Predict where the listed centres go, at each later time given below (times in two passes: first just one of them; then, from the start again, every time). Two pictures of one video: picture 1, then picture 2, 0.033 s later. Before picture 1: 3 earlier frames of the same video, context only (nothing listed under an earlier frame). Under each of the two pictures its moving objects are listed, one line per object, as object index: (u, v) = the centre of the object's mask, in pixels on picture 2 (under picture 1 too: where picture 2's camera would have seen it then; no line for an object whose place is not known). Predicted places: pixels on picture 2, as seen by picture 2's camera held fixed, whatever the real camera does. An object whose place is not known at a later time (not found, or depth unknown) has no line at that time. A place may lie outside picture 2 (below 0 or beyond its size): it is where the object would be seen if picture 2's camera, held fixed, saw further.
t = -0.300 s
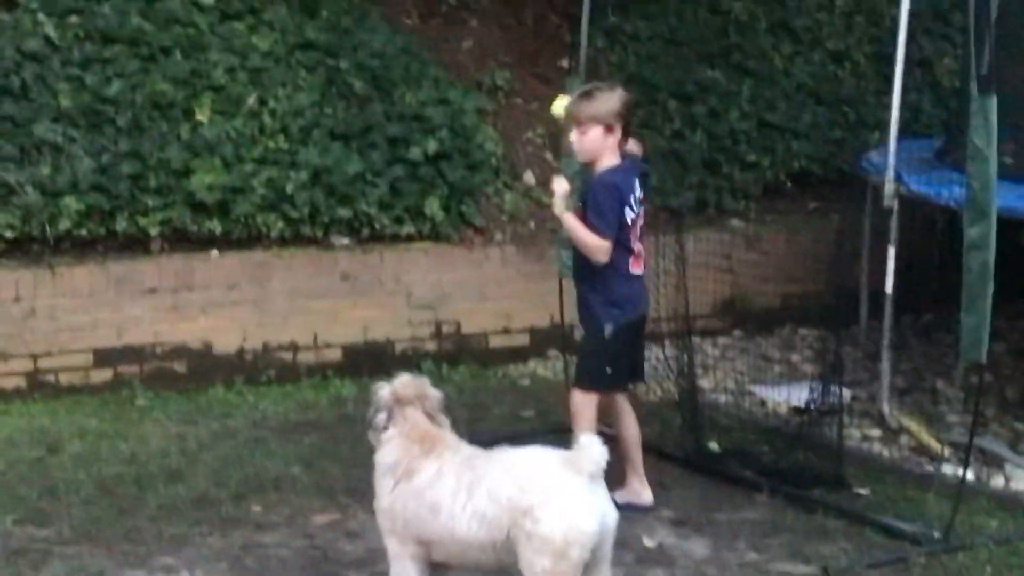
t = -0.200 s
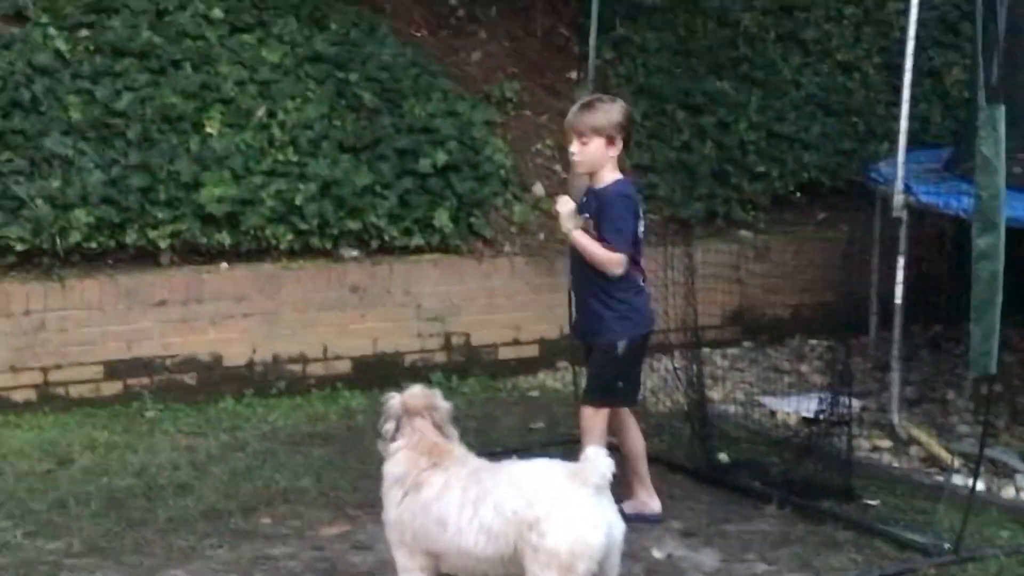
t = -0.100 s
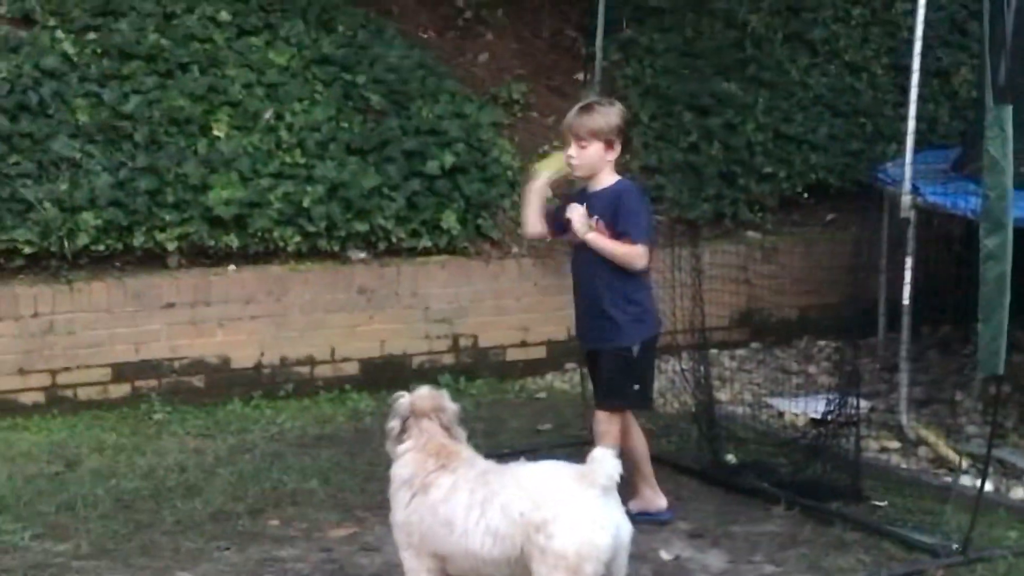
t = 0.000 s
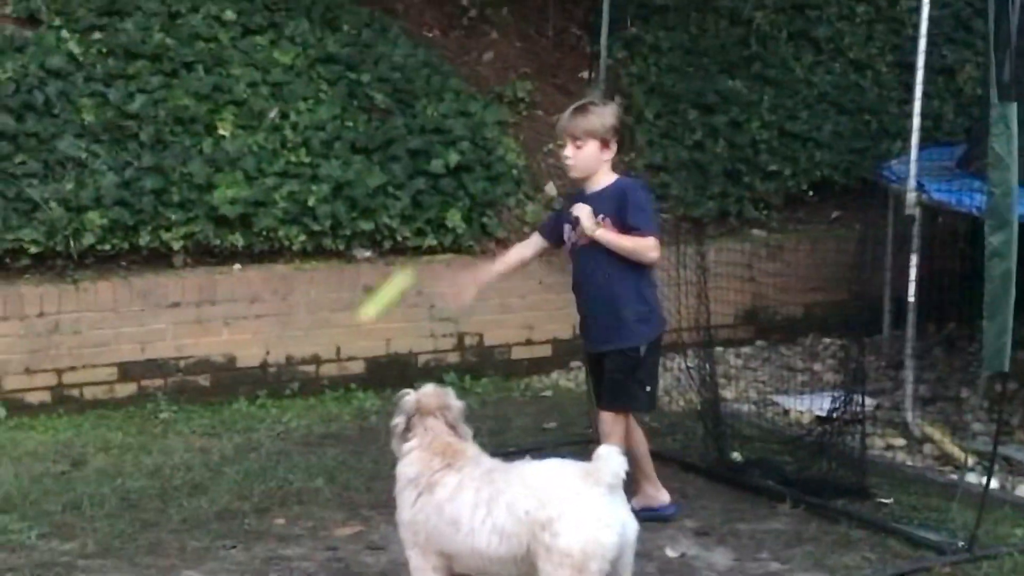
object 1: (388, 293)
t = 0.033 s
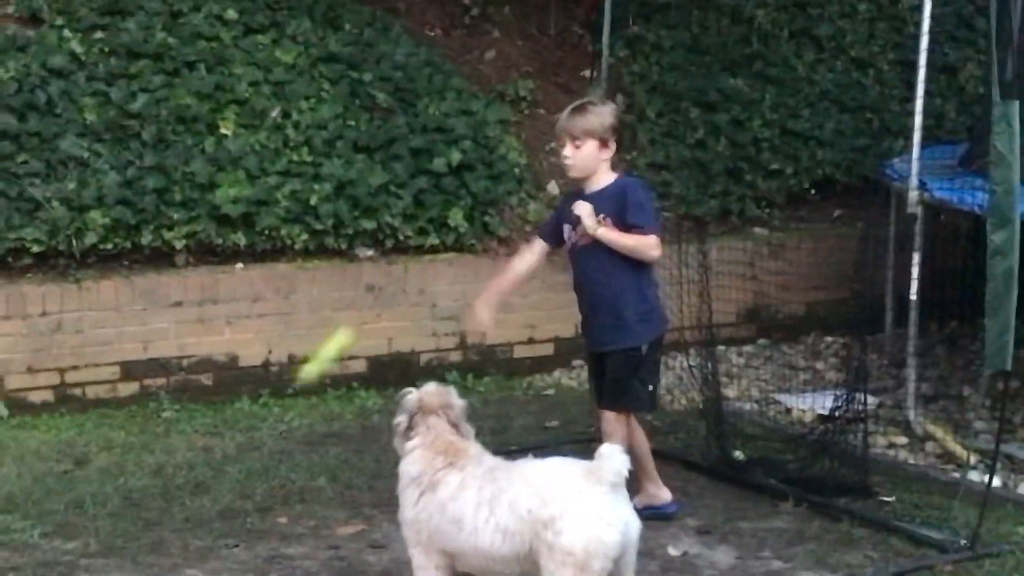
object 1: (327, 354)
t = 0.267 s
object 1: (17, 332)
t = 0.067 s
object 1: (265, 419)
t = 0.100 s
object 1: (201, 490)
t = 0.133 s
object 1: (151, 500)
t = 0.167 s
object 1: (119, 454)
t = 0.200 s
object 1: (85, 410)
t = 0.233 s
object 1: (52, 370)
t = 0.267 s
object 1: (17, 332)
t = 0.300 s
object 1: (-18, 301)
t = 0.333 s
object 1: (-53, 272)
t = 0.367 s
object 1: (-83, 249)
